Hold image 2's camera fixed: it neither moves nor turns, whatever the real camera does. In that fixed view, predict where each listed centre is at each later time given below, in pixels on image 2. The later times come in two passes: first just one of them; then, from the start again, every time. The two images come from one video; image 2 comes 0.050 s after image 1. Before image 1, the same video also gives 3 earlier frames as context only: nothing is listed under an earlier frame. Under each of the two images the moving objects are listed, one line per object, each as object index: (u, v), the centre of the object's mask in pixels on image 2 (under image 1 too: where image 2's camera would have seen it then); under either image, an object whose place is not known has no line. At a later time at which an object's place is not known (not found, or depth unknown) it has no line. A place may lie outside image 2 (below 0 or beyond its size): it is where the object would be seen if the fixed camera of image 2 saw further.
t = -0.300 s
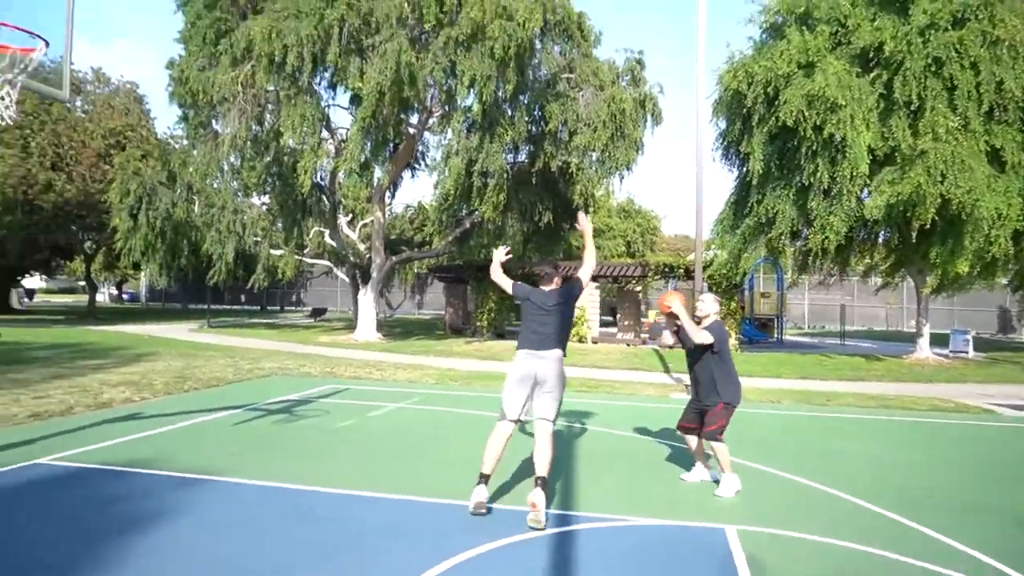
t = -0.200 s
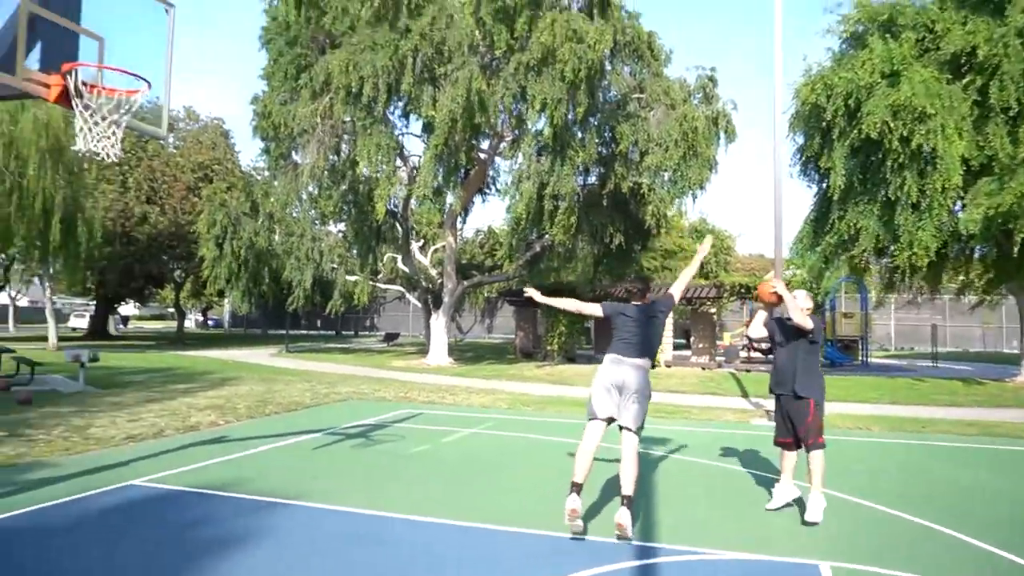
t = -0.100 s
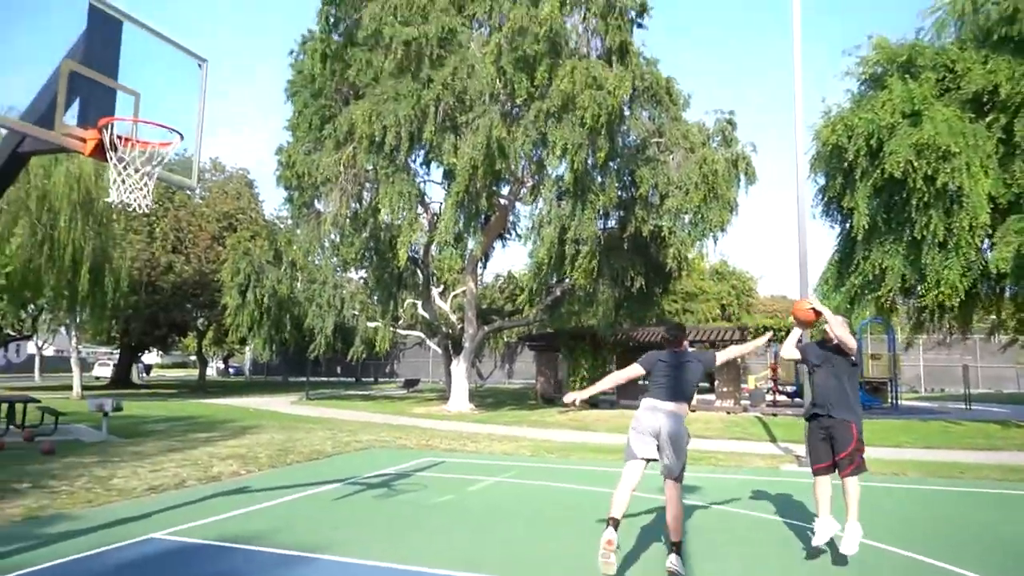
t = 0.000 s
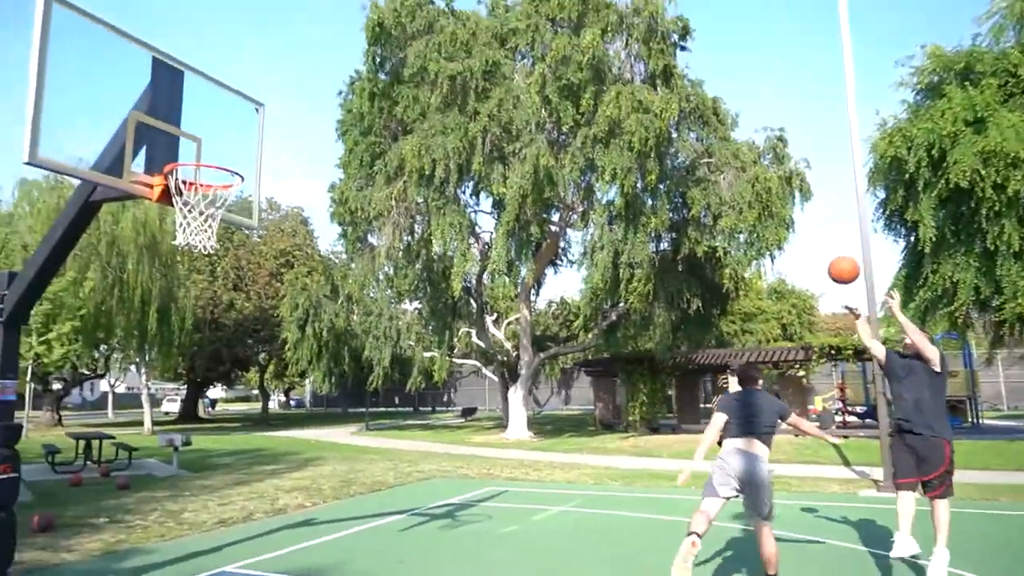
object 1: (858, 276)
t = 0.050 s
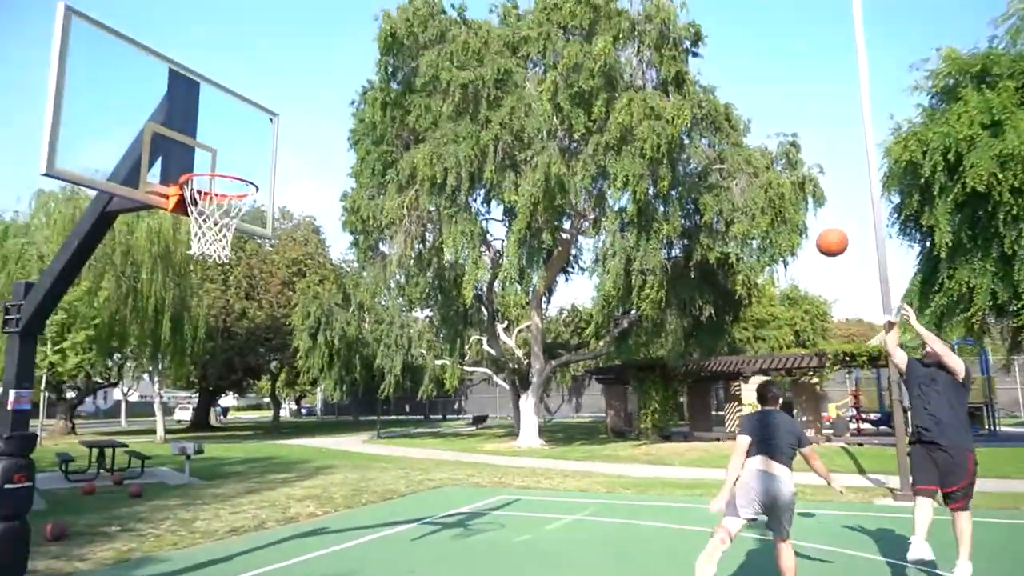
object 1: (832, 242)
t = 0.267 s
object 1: (718, 125)
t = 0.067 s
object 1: (823, 232)
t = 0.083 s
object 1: (814, 221)
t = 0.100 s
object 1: (806, 211)
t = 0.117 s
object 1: (797, 201)
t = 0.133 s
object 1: (789, 192)
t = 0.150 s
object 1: (779, 183)
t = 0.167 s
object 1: (770, 174)
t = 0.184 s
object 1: (762, 165)
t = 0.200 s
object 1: (753, 156)
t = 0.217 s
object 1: (744, 148)
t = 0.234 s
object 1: (736, 140)
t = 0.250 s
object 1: (727, 132)
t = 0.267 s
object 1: (718, 125)
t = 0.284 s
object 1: (708, 118)
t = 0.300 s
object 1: (700, 111)
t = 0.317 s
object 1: (691, 105)
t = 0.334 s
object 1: (682, 100)
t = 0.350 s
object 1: (673, 94)
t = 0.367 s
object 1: (664, 89)
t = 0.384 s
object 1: (655, 84)
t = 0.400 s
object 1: (646, 80)
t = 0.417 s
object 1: (637, 75)
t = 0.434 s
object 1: (630, 71)
